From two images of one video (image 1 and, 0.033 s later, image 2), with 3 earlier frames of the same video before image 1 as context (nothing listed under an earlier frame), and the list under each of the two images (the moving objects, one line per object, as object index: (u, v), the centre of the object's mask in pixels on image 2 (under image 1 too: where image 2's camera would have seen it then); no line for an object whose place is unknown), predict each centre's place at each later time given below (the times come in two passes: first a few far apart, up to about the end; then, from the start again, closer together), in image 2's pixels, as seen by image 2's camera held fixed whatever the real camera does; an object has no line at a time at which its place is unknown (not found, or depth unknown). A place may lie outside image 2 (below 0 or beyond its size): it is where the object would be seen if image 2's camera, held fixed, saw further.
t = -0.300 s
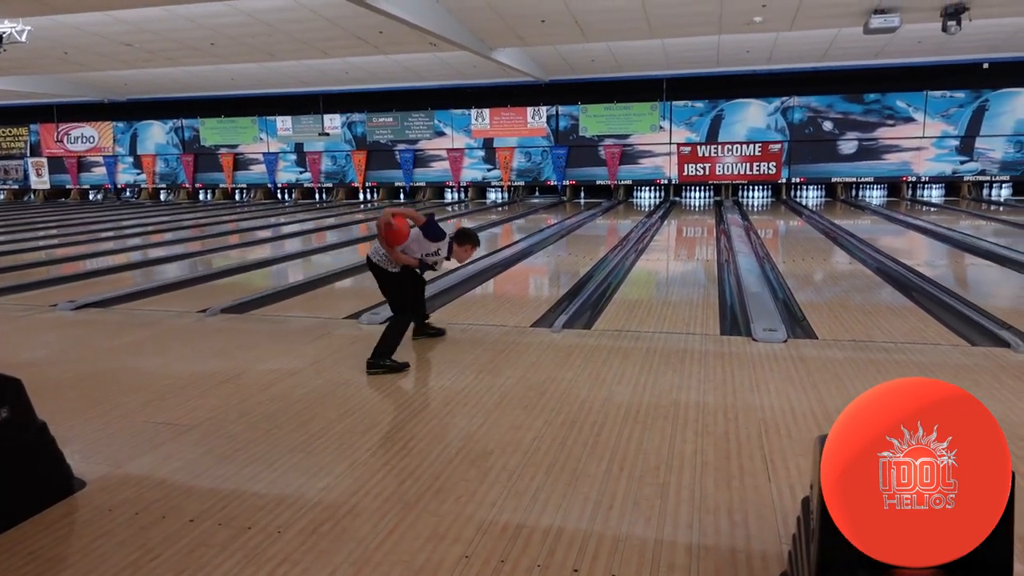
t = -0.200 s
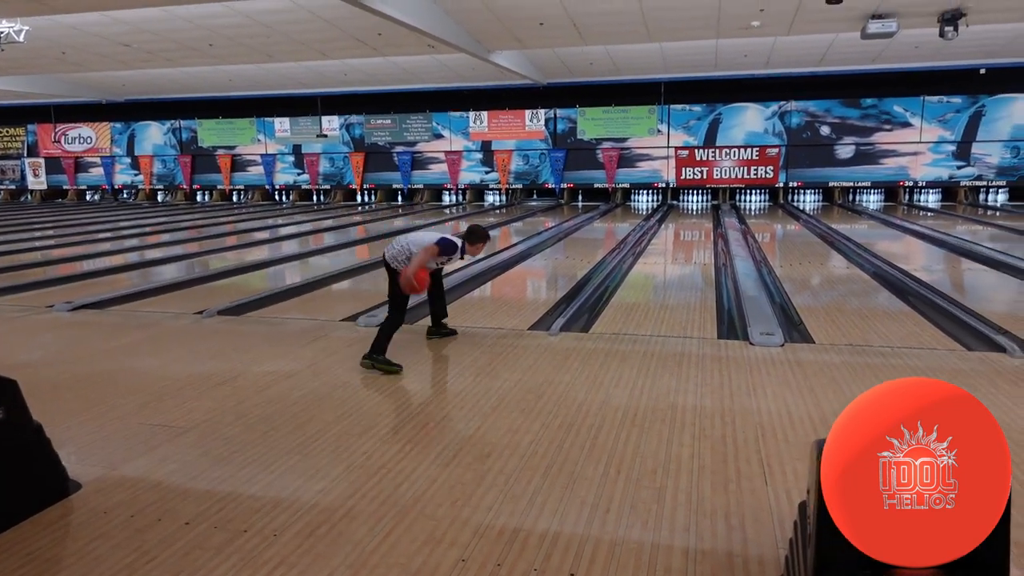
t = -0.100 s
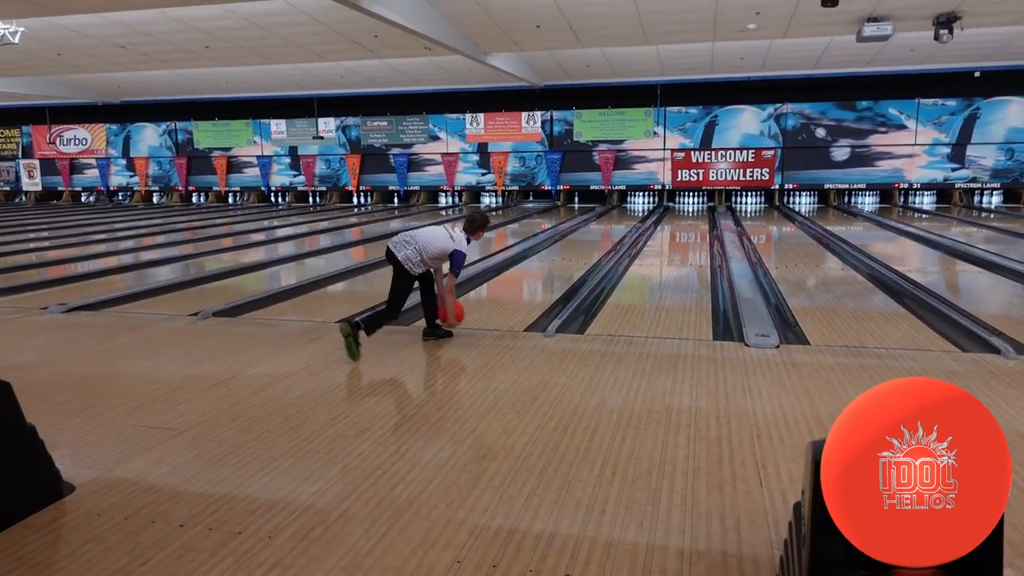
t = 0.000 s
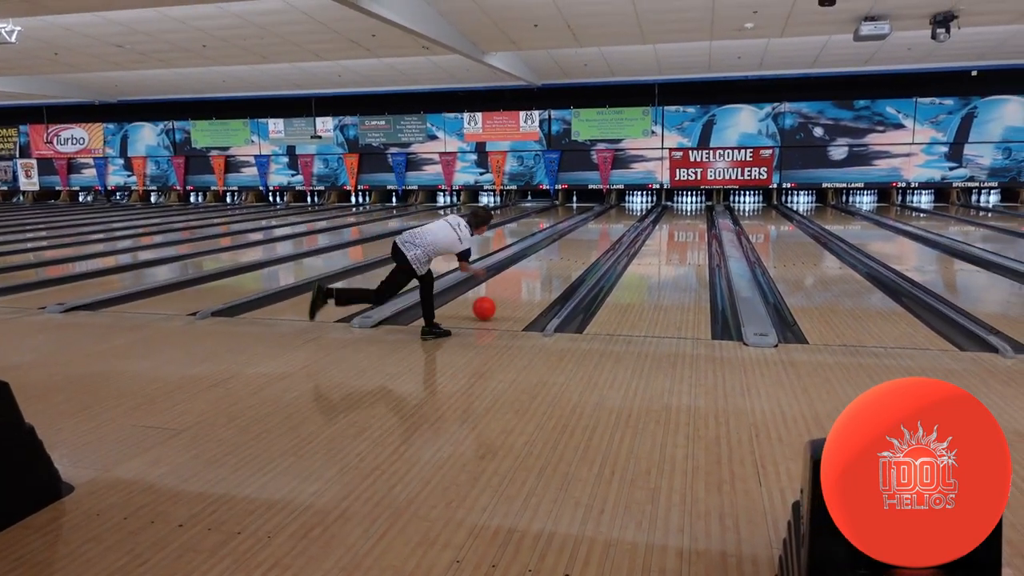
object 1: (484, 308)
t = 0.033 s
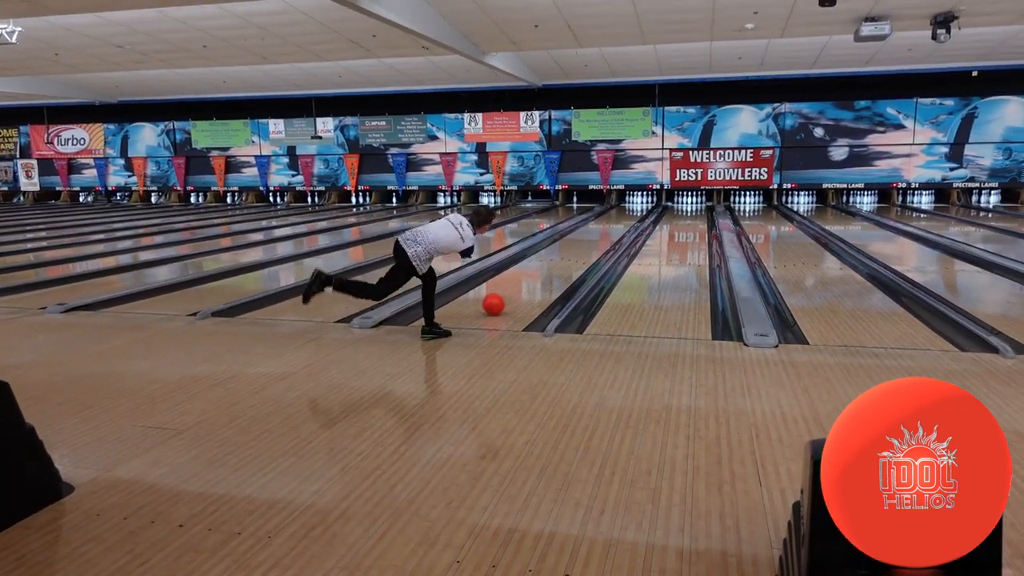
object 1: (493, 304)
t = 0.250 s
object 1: (540, 275)
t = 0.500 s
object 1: (574, 253)
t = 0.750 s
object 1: (596, 239)
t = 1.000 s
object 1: (613, 227)
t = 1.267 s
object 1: (625, 218)
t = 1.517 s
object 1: (633, 212)
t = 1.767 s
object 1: (639, 208)
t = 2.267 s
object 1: (642, 200)
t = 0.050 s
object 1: (497, 302)
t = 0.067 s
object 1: (502, 299)
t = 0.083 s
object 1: (506, 296)
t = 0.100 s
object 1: (510, 294)
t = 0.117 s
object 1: (514, 292)
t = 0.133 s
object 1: (517, 290)
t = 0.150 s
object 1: (521, 287)
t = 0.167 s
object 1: (524, 285)
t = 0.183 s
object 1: (527, 283)
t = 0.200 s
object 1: (531, 281)
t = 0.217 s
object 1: (534, 279)
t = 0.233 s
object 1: (537, 277)
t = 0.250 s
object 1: (540, 275)
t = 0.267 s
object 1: (543, 274)
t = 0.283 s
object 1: (545, 272)
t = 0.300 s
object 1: (548, 270)
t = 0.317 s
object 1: (550, 269)
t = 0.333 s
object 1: (553, 267)
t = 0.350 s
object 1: (555, 266)
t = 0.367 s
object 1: (558, 264)
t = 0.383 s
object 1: (560, 263)
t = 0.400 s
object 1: (562, 261)
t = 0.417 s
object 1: (564, 260)
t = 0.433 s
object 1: (566, 258)
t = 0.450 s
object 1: (568, 257)
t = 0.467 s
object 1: (570, 255)
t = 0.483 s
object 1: (572, 254)
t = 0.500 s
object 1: (574, 253)
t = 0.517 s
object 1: (576, 252)
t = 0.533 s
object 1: (577, 251)
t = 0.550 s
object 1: (579, 250)
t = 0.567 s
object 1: (581, 249)
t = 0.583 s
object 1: (583, 248)
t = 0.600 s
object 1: (584, 246)
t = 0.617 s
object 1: (586, 246)
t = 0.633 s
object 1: (587, 245)
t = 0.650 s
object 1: (589, 244)
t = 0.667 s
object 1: (590, 243)
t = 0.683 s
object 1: (591, 242)
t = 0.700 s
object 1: (593, 241)
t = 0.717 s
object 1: (594, 240)
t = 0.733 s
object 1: (595, 239)
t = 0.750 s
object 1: (596, 239)
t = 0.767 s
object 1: (598, 238)
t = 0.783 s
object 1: (599, 237)
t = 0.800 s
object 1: (601, 236)
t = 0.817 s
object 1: (602, 235)
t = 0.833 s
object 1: (603, 234)
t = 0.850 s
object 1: (603, 234)
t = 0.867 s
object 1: (604, 233)
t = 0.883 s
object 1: (605, 232)
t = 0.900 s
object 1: (606, 231)
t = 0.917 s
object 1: (607, 231)
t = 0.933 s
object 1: (609, 230)
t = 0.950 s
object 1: (610, 230)
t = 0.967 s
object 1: (611, 228)
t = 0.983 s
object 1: (612, 228)
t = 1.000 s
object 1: (613, 227)
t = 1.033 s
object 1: (614, 226)
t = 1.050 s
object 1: (615, 226)
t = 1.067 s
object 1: (616, 225)
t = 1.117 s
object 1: (619, 223)
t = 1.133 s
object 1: (619, 222)
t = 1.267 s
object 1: (625, 218)
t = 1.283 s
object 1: (626, 218)
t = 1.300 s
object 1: (626, 217)
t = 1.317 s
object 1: (627, 217)
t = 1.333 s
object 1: (628, 217)
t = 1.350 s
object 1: (628, 216)
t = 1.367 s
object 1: (628, 216)
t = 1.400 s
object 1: (629, 215)
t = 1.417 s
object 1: (630, 214)
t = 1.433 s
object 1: (631, 214)
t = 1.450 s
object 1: (631, 214)
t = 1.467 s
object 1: (632, 213)
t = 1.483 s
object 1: (632, 213)
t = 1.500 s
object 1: (632, 213)
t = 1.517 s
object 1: (633, 212)
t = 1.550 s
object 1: (635, 212)
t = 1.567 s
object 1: (635, 211)
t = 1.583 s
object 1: (636, 211)
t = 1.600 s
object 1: (636, 211)
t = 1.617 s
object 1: (636, 211)
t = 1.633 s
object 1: (637, 211)
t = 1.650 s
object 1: (637, 210)
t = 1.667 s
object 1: (638, 210)
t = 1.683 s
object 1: (638, 209)
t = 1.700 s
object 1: (639, 209)
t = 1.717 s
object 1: (639, 208)
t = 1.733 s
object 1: (639, 208)
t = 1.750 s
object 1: (639, 208)
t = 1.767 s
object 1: (639, 208)
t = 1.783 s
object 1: (640, 207)
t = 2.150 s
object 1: (642, 201)
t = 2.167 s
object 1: (642, 201)
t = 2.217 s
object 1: (642, 201)
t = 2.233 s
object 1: (642, 200)
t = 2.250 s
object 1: (642, 200)
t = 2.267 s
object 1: (642, 200)
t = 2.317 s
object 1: (642, 199)
